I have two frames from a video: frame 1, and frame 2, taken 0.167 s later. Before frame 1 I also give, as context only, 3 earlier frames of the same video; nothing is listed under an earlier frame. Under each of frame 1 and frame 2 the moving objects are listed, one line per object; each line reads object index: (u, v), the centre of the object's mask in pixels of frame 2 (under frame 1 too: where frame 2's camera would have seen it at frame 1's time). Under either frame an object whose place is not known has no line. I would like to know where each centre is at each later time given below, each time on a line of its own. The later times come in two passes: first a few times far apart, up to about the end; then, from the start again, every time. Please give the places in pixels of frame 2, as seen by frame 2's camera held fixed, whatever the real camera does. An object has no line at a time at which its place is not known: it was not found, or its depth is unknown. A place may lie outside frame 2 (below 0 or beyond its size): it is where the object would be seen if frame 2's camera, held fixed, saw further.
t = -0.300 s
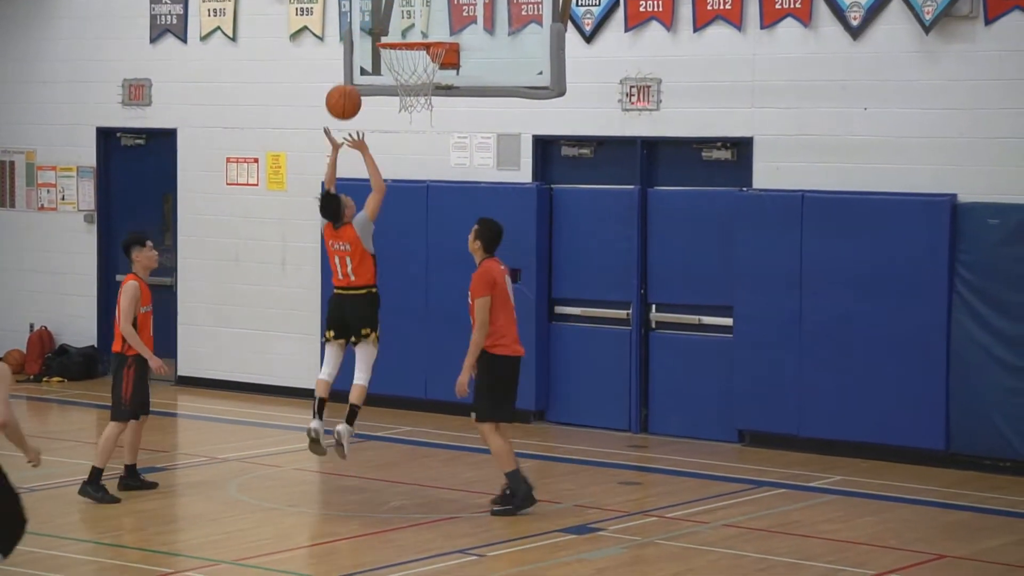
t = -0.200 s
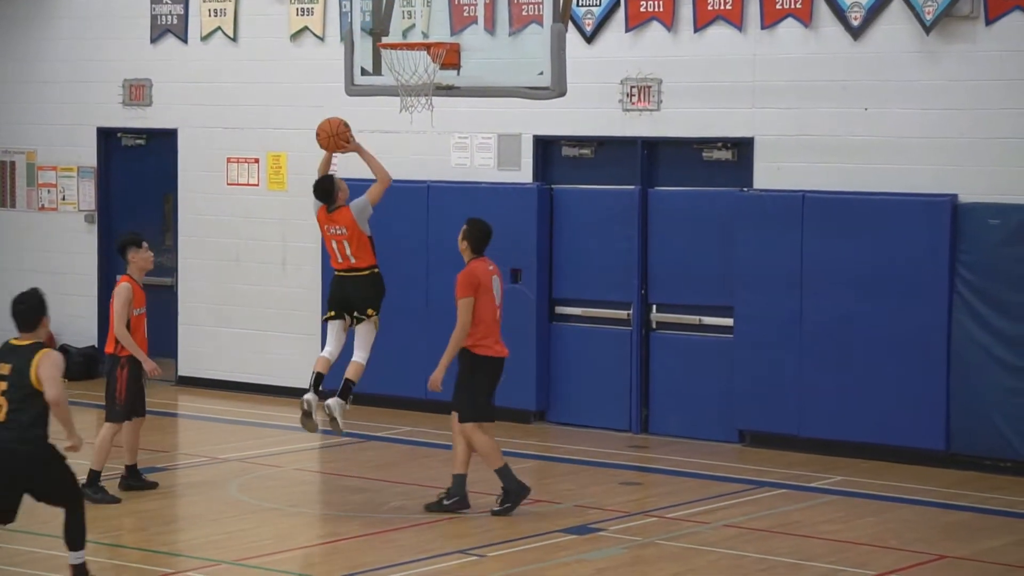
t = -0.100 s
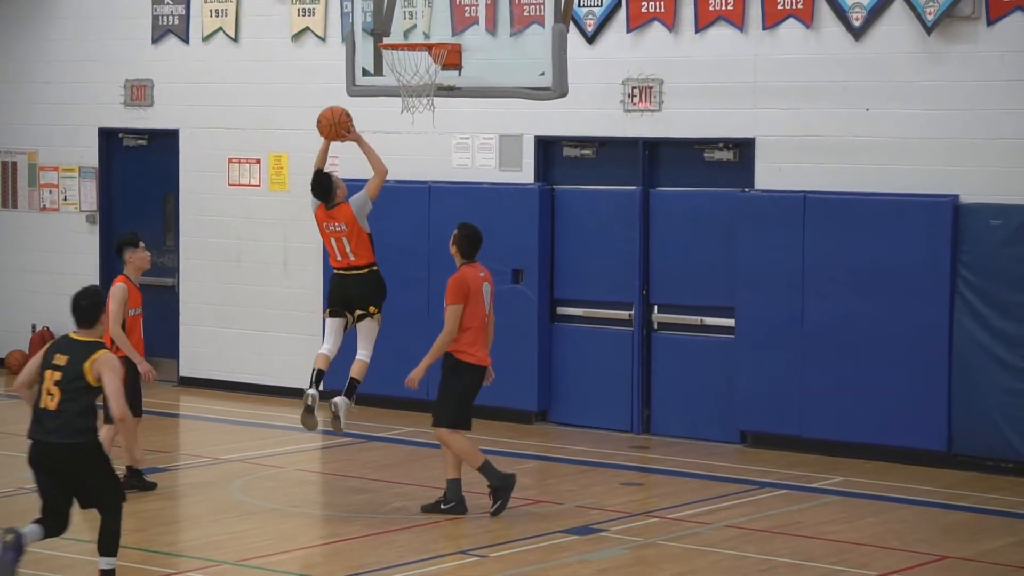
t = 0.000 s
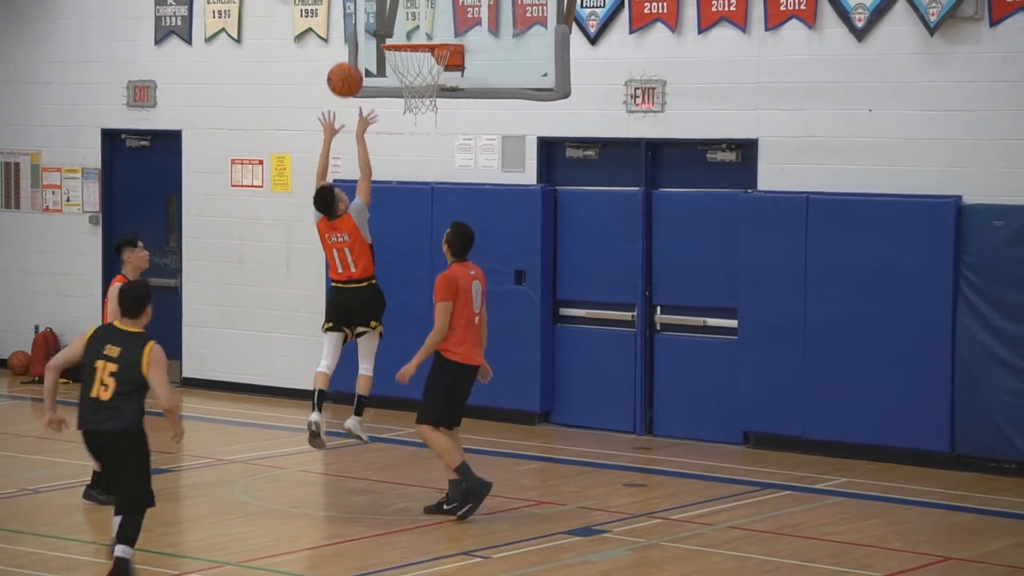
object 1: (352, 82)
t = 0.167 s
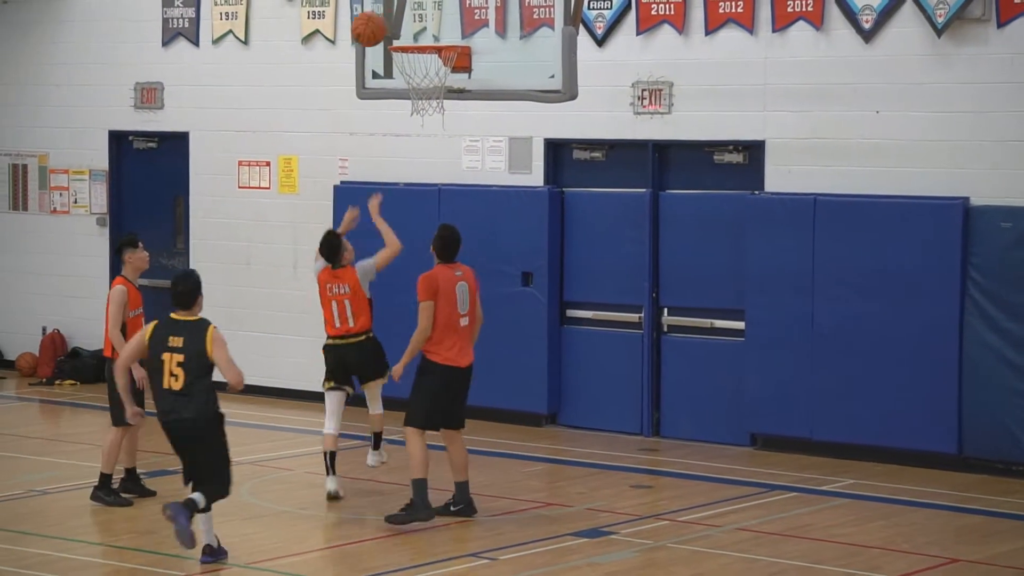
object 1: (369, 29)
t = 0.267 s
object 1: (378, 17)
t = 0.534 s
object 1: (396, 26)
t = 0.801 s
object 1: (411, 52)
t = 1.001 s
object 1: (427, 119)
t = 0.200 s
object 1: (372, 23)
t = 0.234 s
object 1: (375, 19)
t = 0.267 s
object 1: (378, 17)
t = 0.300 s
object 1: (381, 16)
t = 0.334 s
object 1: (384, 17)
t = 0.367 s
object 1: (388, 20)
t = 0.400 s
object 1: (391, 24)
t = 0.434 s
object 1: (394, 29)
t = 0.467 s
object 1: (395, 27)
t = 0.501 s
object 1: (395, 26)
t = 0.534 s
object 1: (396, 26)
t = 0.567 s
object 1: (397, 28)
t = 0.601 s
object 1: (398, 30)
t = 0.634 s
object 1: (399, 30)
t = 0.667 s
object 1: (401, 31)
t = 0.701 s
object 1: (403, 33)
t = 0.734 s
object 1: (406, 39)
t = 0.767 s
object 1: (408, 45)
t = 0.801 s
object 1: (411, 52)
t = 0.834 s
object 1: (414, 63)
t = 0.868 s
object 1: (417, 71)
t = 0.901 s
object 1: (420, 82)
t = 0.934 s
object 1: (422, 93)
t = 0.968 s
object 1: (424, 105)
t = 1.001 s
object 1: (427, 119)
